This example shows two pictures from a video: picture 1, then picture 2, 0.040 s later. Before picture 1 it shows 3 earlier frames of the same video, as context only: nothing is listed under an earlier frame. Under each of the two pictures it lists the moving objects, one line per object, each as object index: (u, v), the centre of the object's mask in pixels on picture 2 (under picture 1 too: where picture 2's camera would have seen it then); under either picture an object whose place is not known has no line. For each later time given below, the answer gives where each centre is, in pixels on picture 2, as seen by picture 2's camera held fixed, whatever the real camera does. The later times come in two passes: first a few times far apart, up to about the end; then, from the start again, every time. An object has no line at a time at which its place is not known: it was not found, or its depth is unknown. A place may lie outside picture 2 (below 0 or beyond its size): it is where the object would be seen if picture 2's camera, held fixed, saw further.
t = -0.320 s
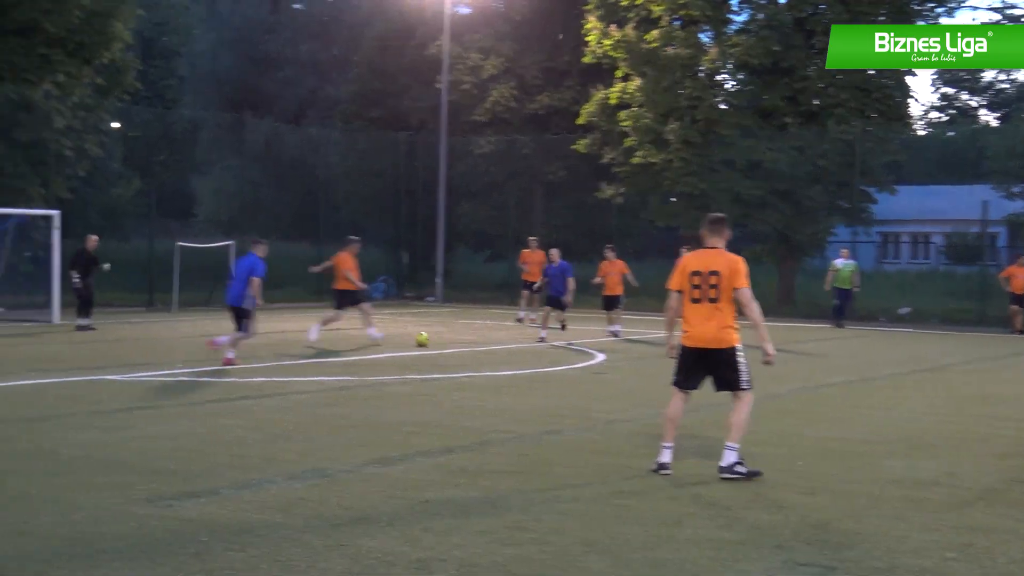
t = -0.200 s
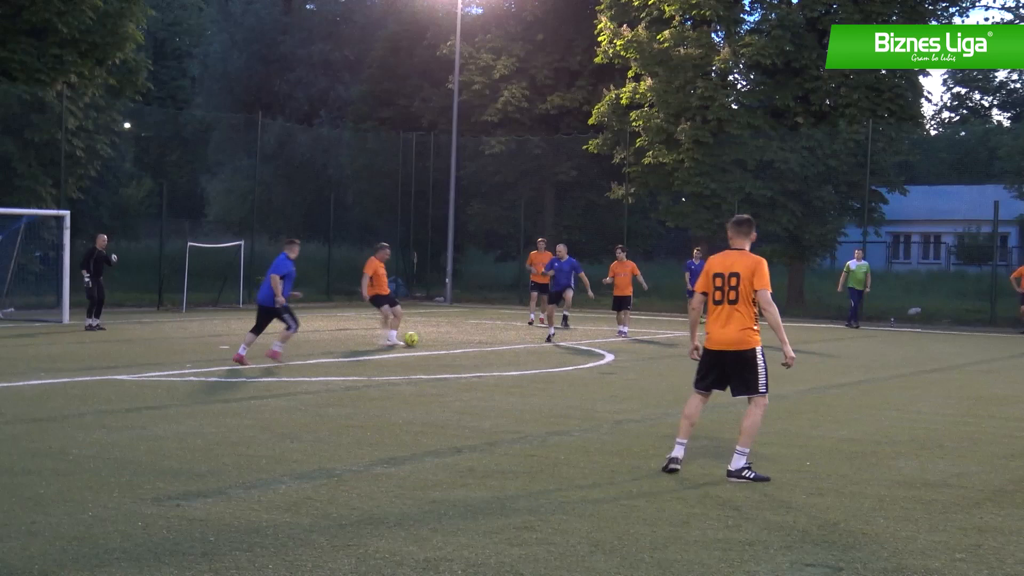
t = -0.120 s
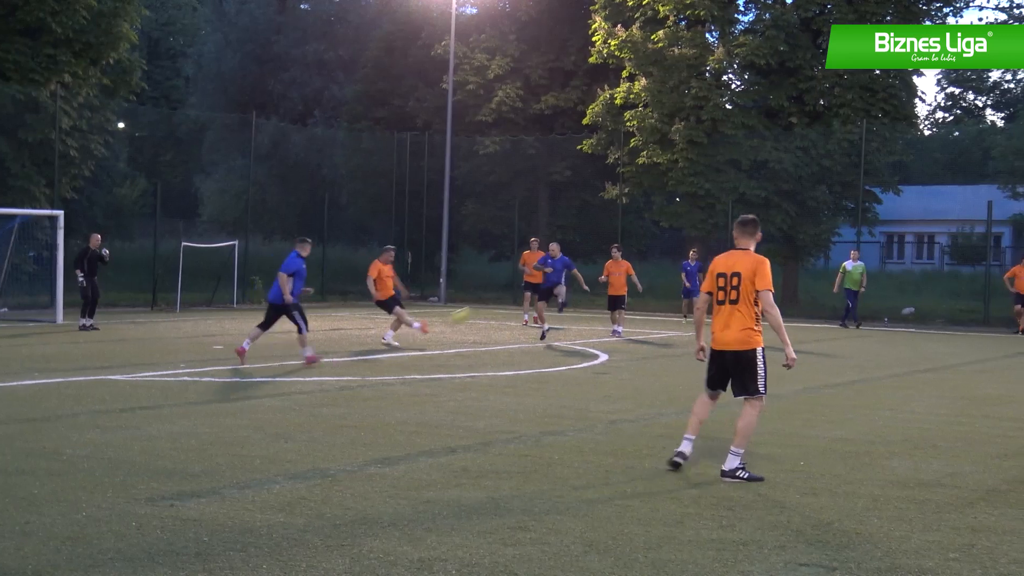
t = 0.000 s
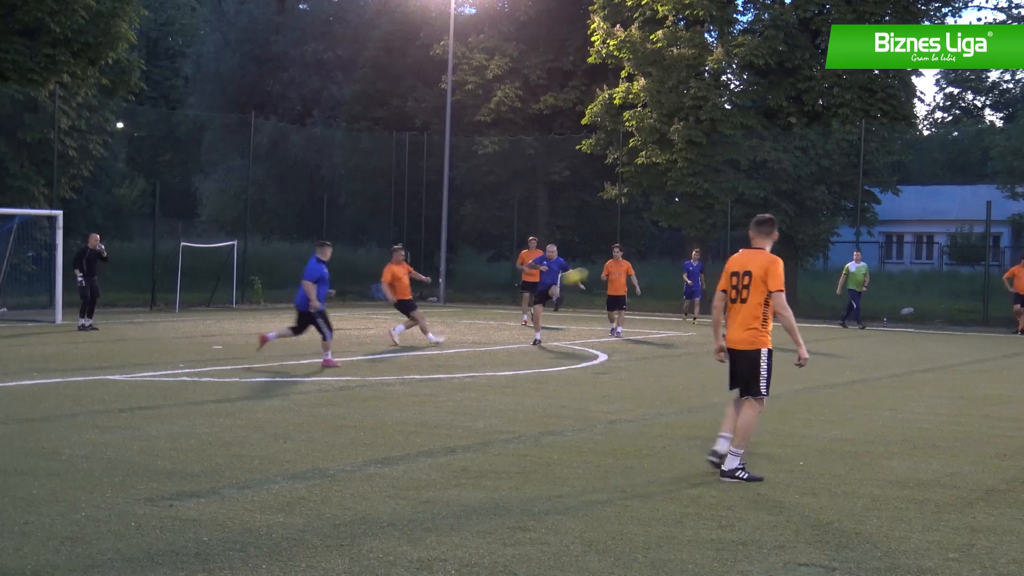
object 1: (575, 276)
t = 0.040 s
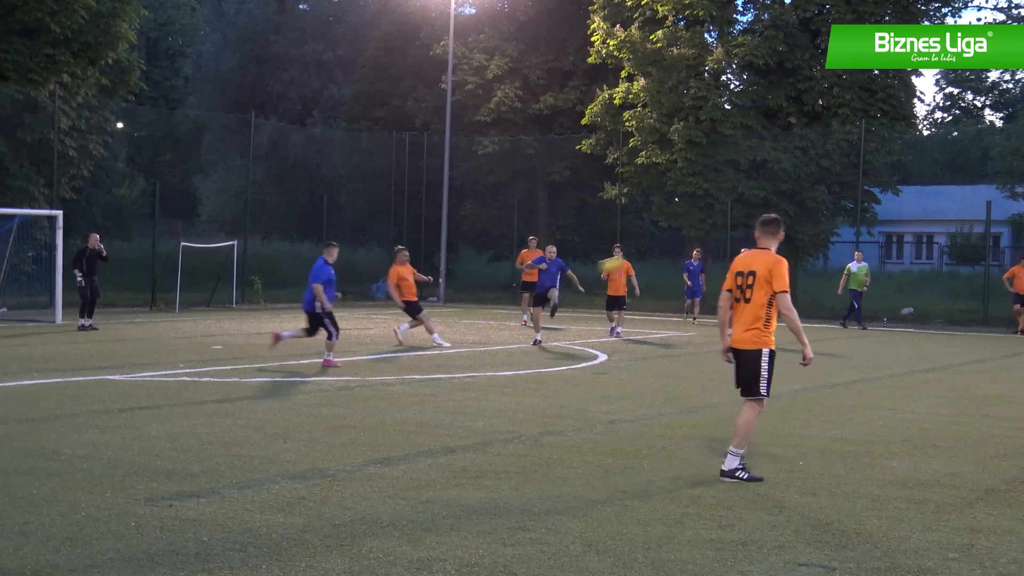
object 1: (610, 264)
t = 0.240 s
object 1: (809, 212)
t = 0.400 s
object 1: (977, 180)
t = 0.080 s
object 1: (652, 253)
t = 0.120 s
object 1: (690, 242)
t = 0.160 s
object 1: (729, 231)
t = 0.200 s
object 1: (769, 222)
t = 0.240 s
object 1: (809, 212)
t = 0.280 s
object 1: (850, 204)
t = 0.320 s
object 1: (889, 195)
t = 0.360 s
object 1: (933, 187)
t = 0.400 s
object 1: (977, 180)
